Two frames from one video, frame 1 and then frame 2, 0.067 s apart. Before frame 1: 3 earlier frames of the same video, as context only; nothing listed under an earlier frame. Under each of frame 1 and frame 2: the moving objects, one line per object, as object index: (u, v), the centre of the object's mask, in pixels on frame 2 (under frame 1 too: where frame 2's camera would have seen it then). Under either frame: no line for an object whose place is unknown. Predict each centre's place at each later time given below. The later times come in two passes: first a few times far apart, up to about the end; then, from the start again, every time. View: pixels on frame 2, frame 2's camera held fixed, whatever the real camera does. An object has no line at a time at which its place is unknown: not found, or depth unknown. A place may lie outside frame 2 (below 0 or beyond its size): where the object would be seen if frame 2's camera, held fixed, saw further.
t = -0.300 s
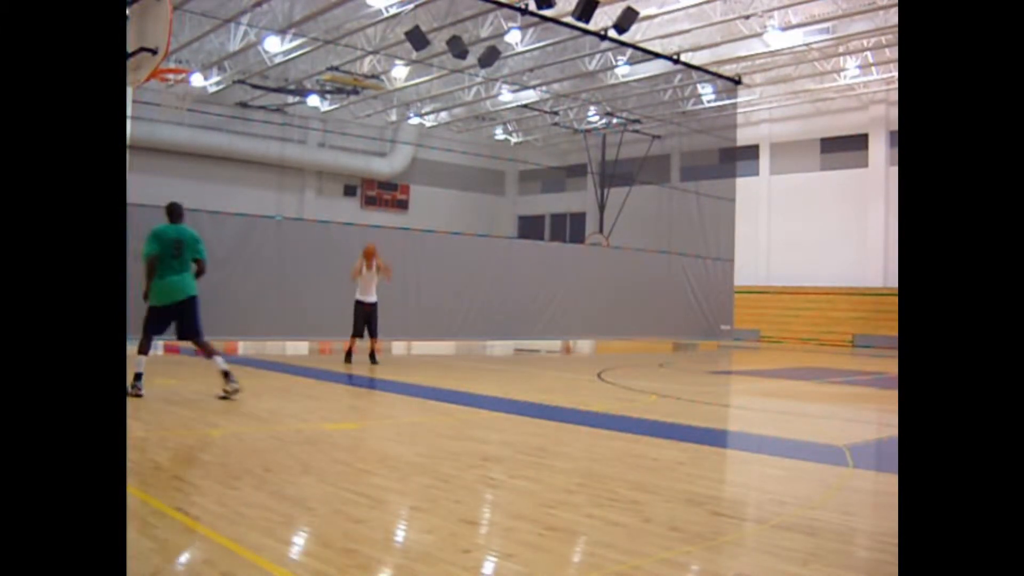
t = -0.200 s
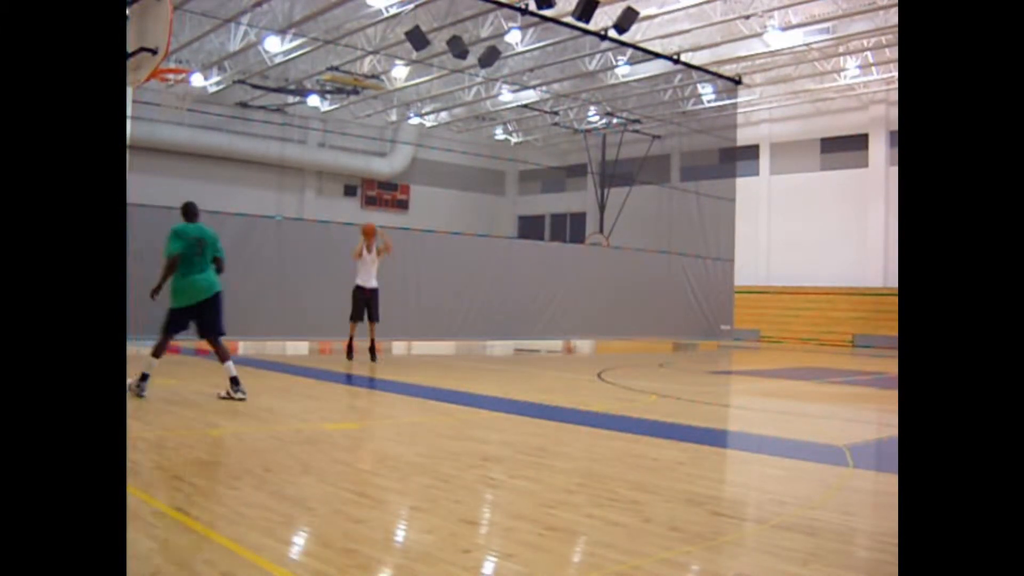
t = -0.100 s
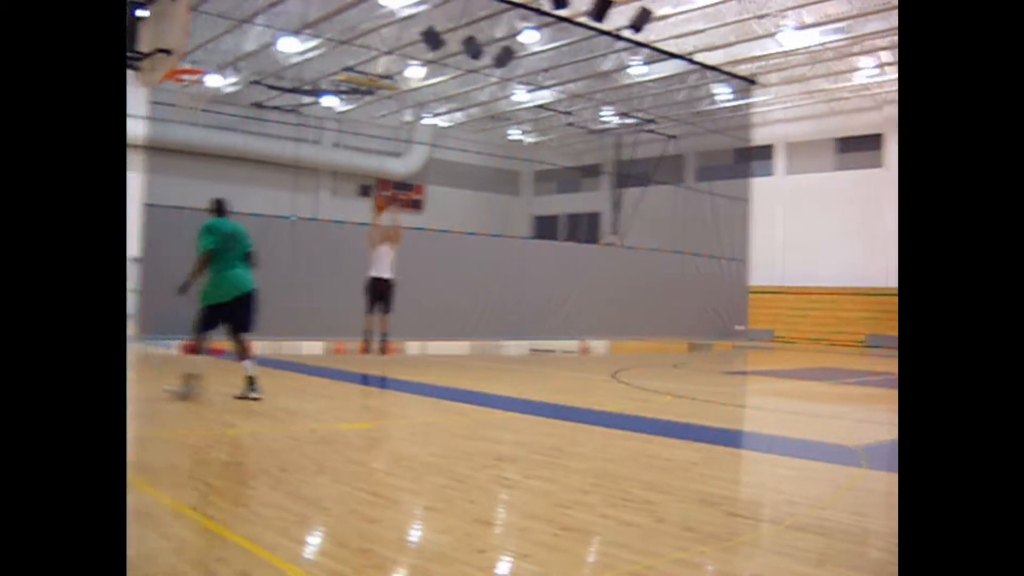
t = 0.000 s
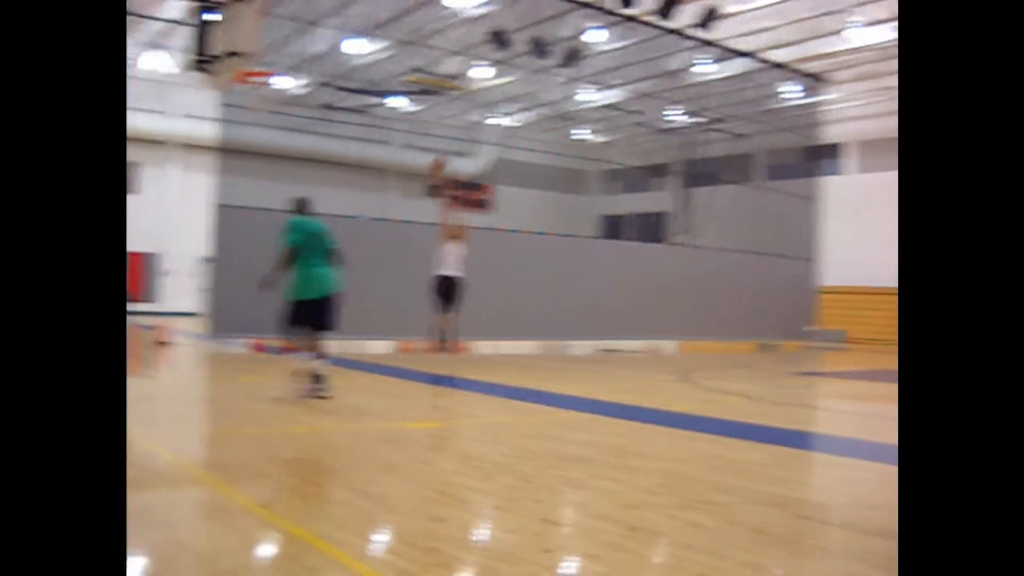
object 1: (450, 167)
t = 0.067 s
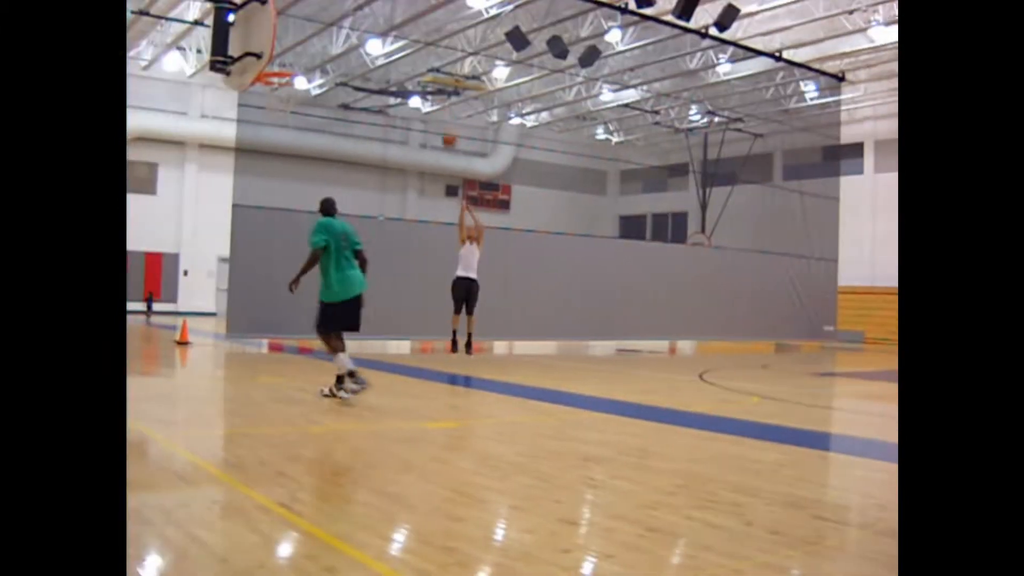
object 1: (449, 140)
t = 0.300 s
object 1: (420, 70)
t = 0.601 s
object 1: (371, 26)
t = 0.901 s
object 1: (303, 50)
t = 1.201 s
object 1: (296, 103)
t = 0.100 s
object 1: (445, 127)
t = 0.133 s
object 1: (442, 118)
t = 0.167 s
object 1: (438, 107)
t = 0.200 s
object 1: (434, 97)
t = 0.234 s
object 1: (429, 88)
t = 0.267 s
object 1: (425, 79)
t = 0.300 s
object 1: (420, 70)
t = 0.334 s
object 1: (416, 63)
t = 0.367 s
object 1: (411, 56)
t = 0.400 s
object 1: (406, 50)
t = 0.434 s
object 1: (400, 43)
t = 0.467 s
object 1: (395, 38)
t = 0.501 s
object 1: (390, 34)
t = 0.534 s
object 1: (383, 31)
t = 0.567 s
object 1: (378, 28)
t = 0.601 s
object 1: (371, 26)
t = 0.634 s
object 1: (364, 25)
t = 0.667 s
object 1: (358, 25)
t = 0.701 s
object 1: (351, 25)
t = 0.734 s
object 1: (344, 26)
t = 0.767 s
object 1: (336, 29)
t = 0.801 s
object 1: (328, 32)
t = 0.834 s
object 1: (321, 37)
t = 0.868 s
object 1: (311, 43)
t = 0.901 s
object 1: (303, 50)
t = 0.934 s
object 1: (294, 58)
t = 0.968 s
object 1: (283, 65)
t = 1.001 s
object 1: (280, 83)
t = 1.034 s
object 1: (287, 92)
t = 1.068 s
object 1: (294, 100)
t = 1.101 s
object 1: (296, 97)
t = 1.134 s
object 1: (297, 99)
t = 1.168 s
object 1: (296, 101)
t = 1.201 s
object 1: (296, 103)
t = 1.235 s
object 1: (294, 105)
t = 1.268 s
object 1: (292, 107)
